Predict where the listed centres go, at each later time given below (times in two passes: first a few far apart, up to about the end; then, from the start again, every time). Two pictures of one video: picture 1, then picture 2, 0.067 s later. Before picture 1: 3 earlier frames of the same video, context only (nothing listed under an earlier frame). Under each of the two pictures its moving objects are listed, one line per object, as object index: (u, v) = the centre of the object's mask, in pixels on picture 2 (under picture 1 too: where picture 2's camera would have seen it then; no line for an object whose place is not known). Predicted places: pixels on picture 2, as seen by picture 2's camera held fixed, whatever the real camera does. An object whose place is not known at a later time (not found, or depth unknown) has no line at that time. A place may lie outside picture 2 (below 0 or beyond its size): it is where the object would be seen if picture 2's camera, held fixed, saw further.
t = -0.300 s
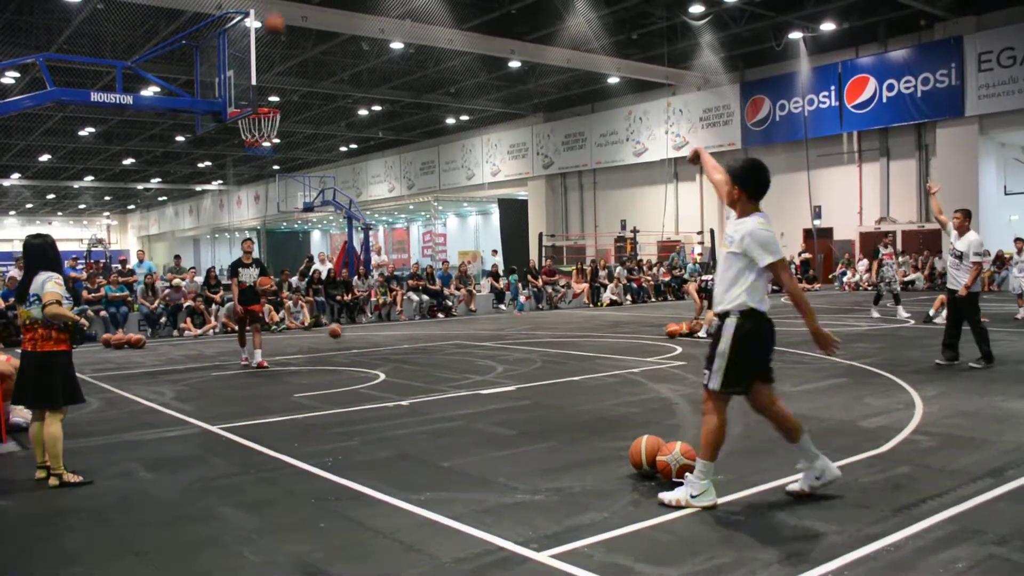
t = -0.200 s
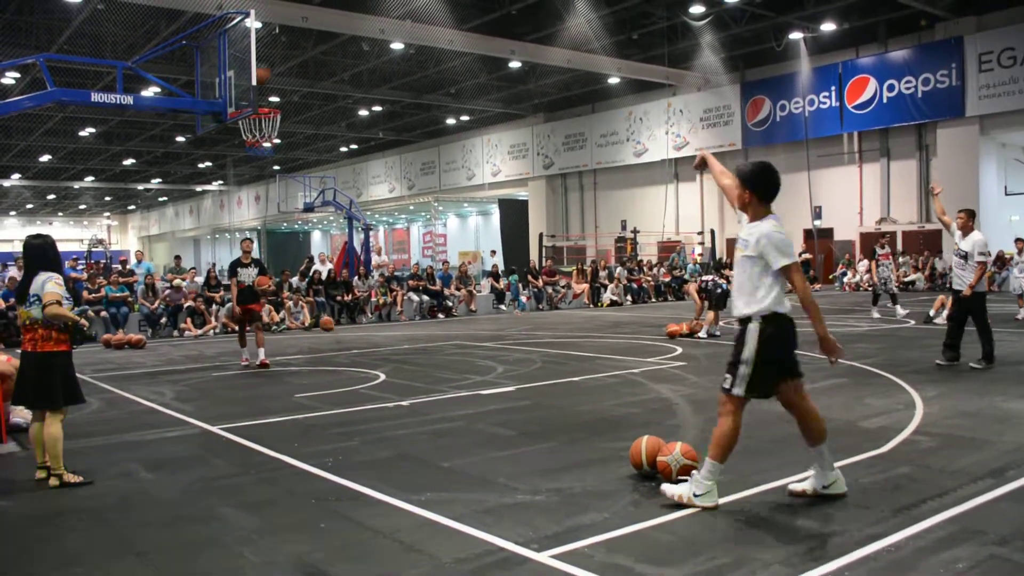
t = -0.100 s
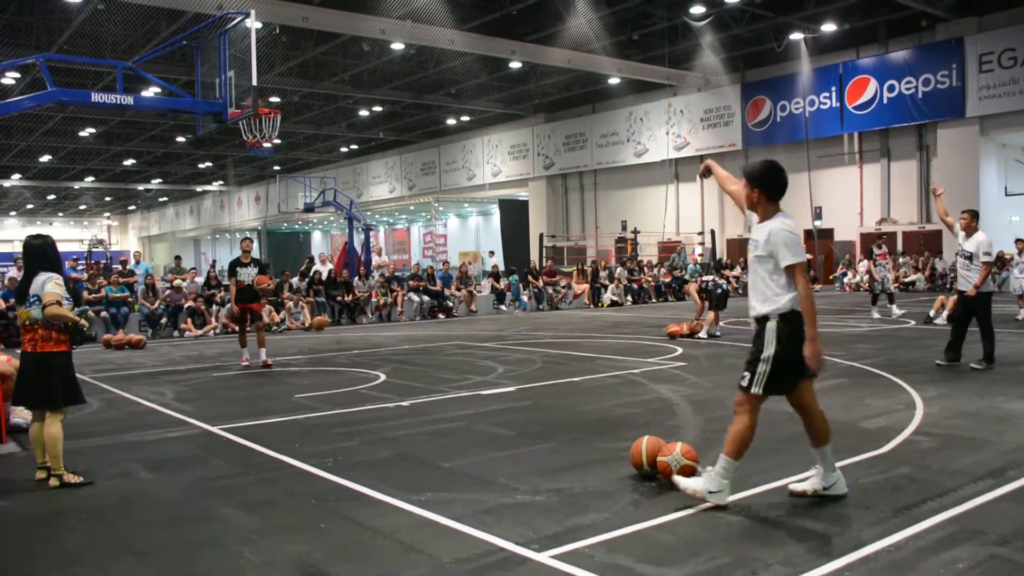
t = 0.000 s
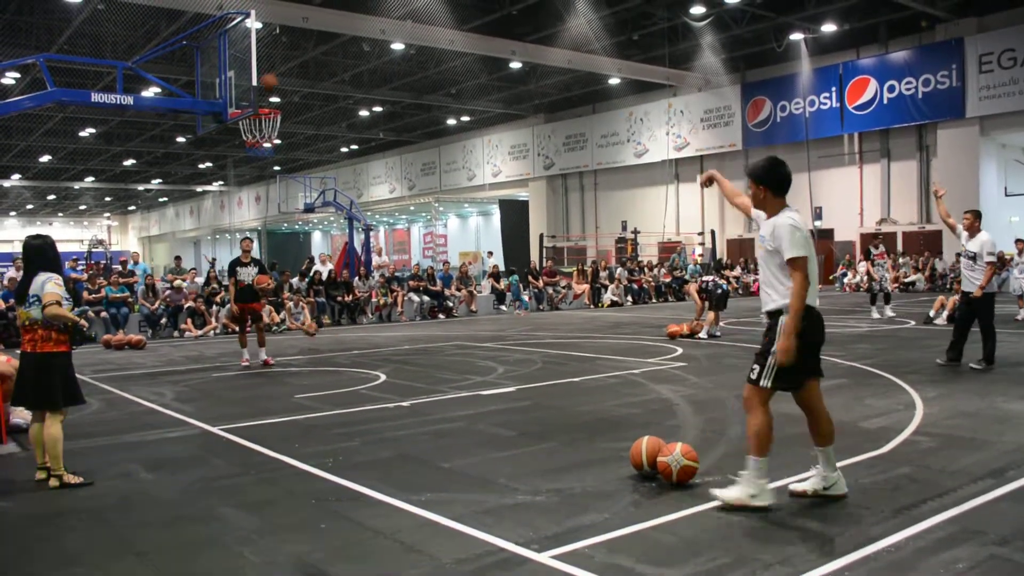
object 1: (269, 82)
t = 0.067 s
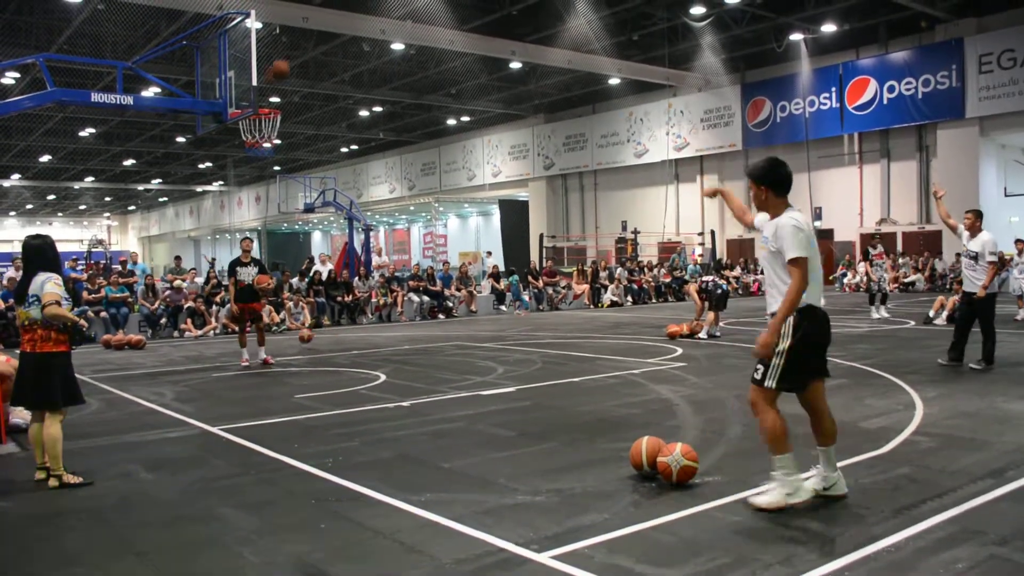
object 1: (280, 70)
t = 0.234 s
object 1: (309, 49)
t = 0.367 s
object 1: (332, 49)
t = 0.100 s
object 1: (285, 63)
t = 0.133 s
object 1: (291, 58)
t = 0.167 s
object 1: (297, 54)
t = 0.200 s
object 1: (303, 52)
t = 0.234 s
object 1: (309, 49)
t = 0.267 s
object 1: (313, 48)
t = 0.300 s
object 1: (320, 46)
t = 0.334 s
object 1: (326, 47)
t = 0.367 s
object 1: (332, 49)
